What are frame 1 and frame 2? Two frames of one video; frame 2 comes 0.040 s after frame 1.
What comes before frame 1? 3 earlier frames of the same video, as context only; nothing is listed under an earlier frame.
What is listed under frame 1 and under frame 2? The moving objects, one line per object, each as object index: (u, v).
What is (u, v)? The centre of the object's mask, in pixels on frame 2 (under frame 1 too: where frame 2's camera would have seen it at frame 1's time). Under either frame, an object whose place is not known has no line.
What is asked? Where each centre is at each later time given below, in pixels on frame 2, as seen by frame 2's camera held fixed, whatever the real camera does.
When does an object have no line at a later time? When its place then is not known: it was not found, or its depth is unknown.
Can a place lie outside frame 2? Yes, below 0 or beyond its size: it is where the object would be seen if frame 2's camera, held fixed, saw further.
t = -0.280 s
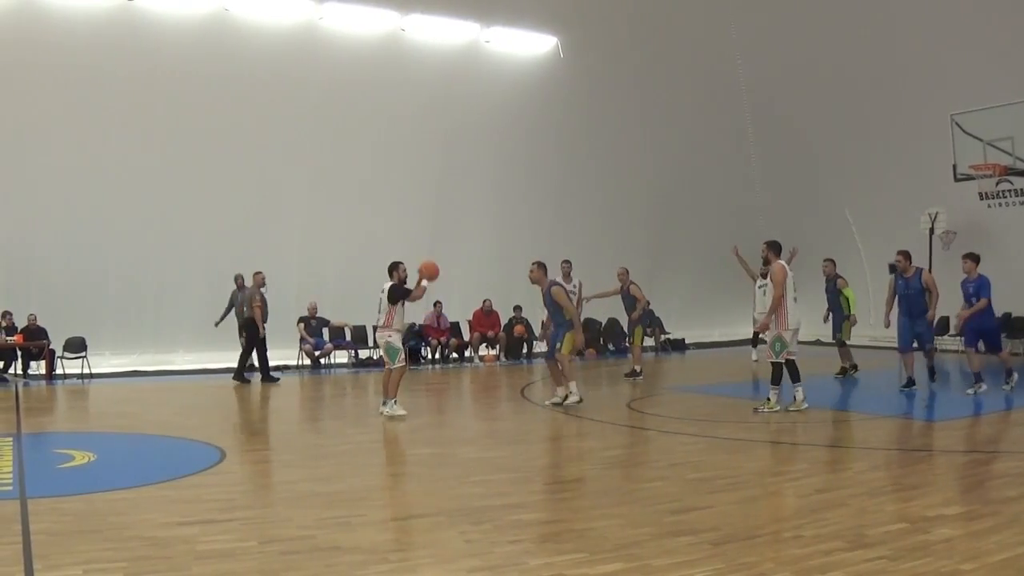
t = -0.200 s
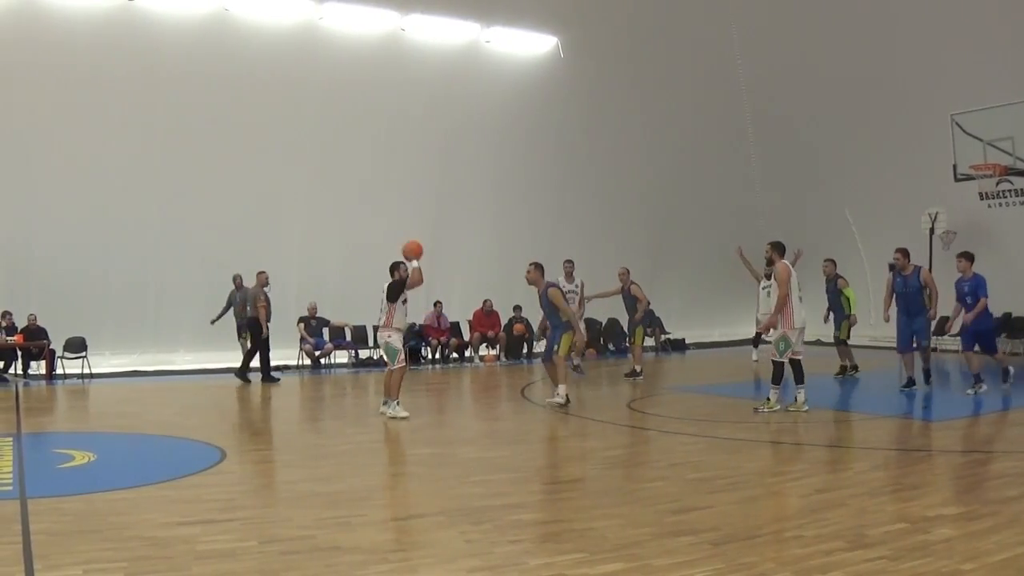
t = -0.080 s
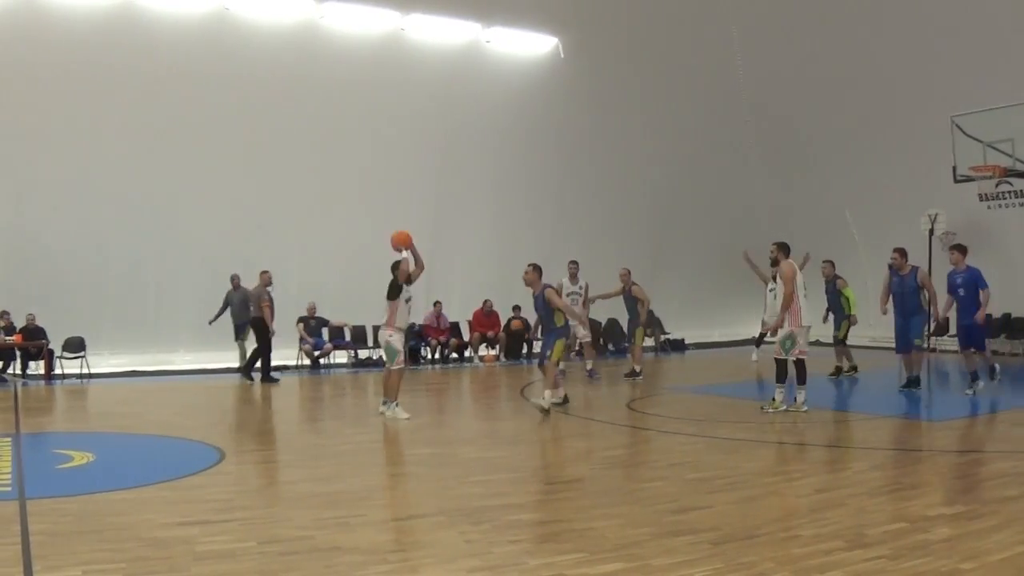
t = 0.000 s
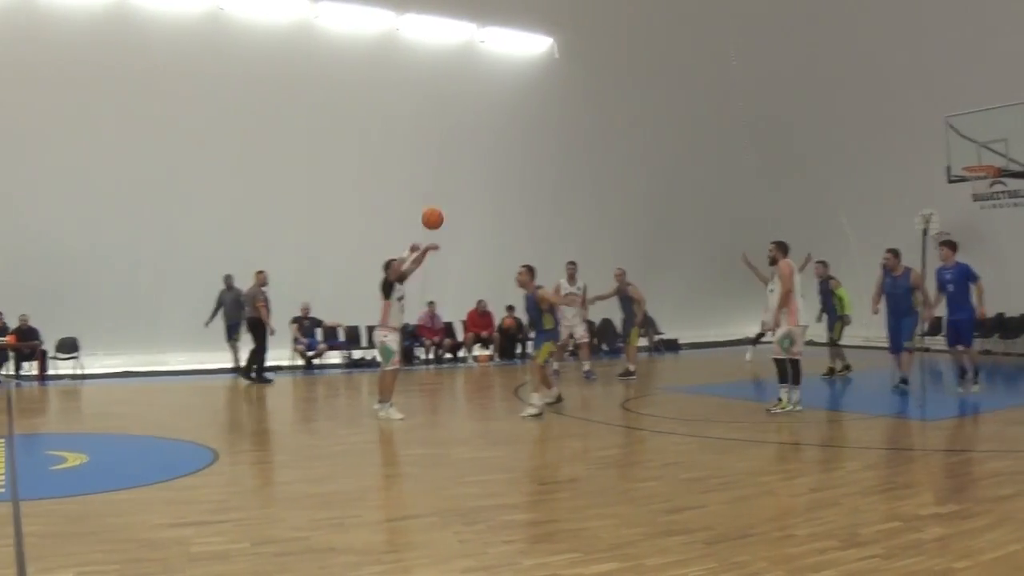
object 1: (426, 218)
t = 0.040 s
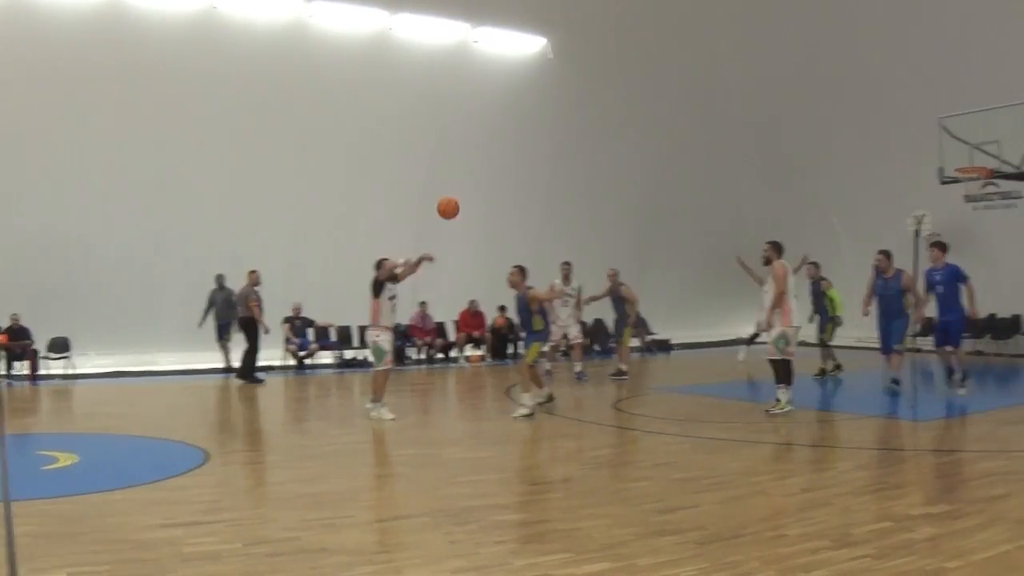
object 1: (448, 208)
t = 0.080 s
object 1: (470, 199)
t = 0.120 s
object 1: (491, 191)
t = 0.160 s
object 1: (512, 184)
